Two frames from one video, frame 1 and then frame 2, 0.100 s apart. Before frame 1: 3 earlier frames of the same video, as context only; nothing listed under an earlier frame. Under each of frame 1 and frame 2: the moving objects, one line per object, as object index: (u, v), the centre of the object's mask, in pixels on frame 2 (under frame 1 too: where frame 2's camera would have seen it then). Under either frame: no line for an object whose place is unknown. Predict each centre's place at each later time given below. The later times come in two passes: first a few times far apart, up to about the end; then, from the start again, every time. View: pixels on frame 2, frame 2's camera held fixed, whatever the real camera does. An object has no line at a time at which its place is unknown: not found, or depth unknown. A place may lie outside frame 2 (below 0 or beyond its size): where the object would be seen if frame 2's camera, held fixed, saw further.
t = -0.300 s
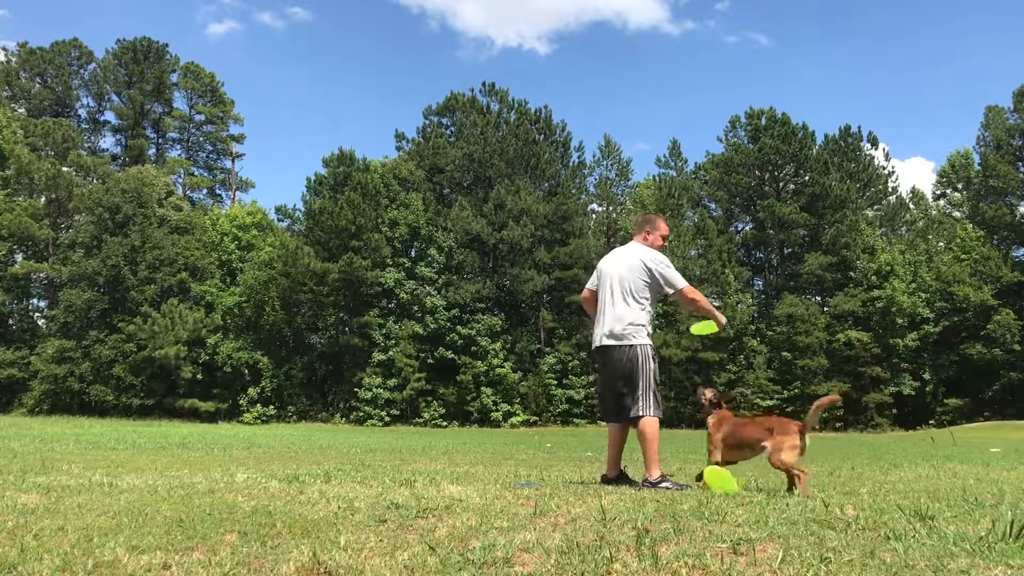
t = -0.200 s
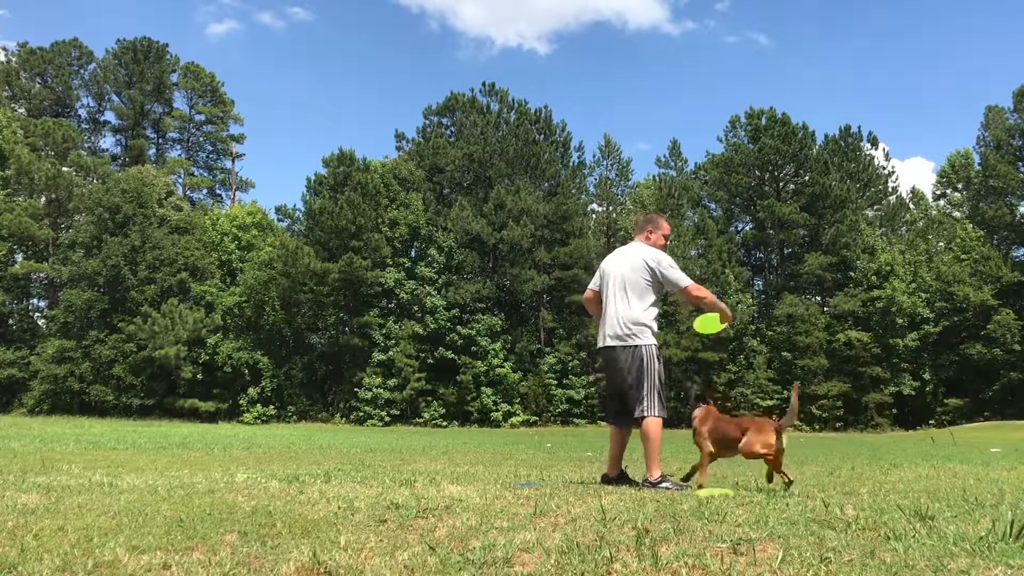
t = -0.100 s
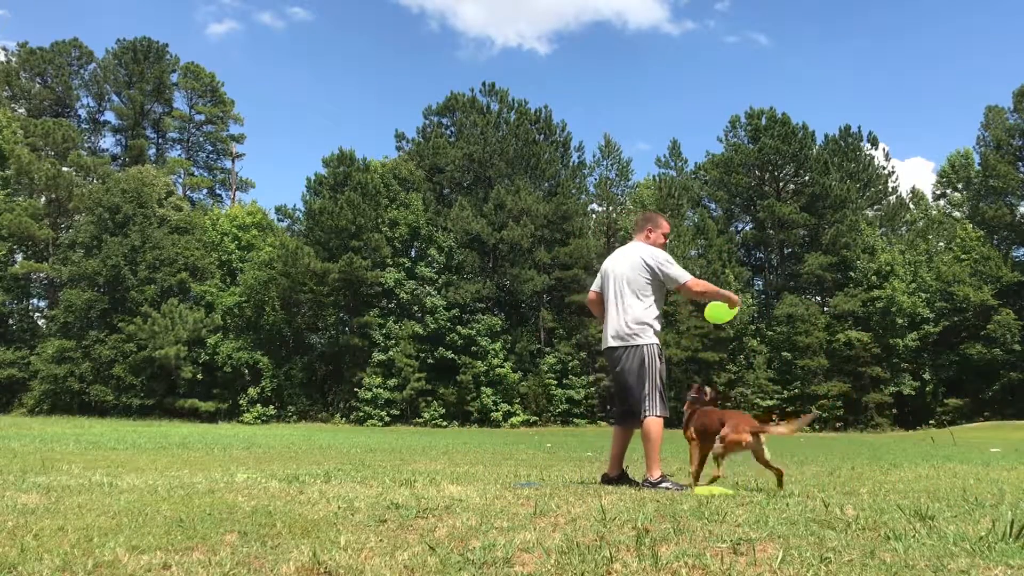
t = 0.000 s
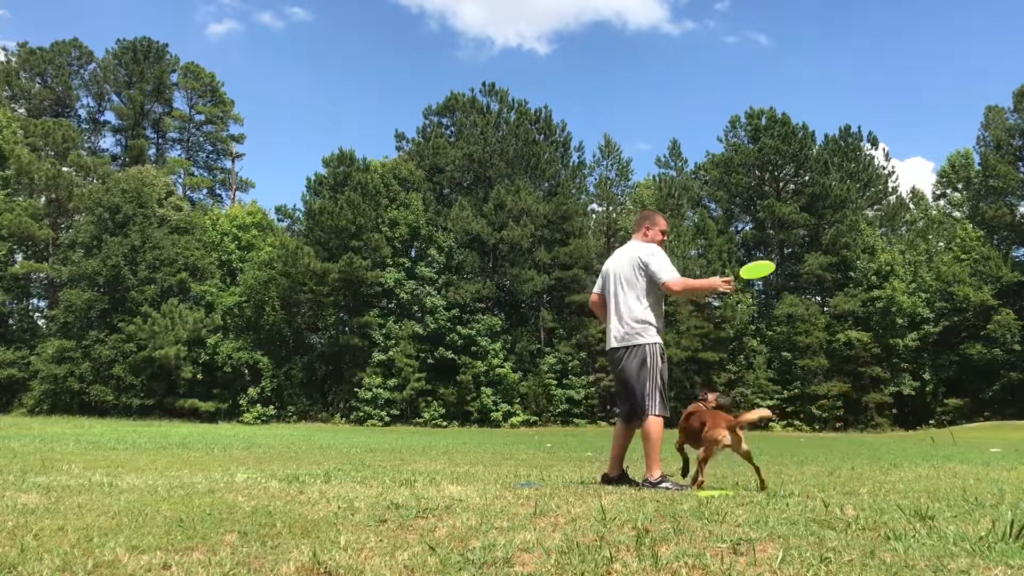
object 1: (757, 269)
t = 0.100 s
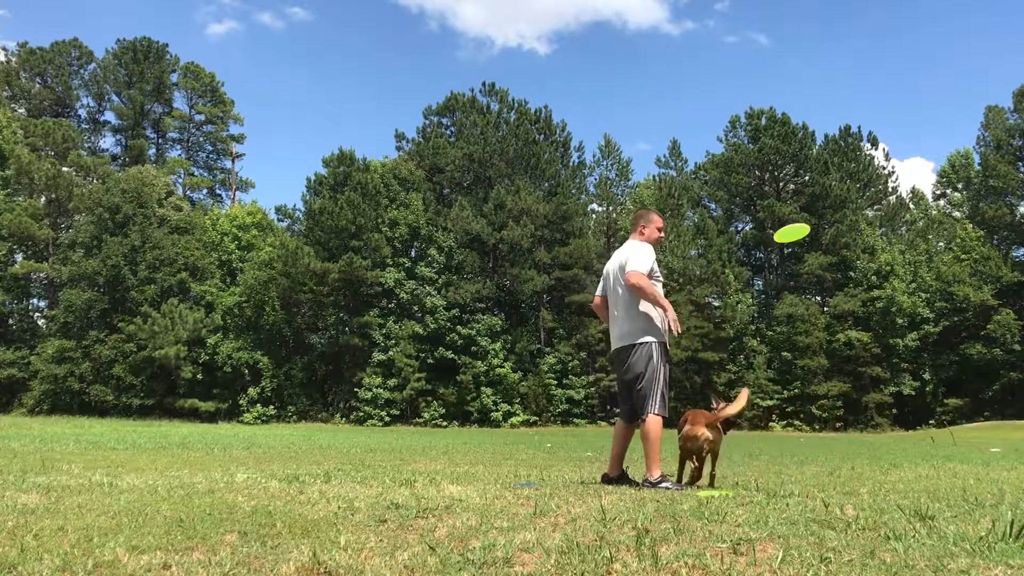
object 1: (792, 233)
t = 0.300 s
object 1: (866, 202)
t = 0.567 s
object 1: (976, 240)
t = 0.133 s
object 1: (803, 224)
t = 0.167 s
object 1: (816, 216)
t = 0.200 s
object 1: (828, 211)
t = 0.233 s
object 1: (840, 206)
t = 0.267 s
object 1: (853, 204)
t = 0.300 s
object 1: (866, 202)
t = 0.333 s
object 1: (879, 202)
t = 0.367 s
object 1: (892, 205)
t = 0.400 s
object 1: (906, 207)
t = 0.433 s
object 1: (919, 211)
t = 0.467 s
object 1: (933, 217)
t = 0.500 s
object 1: (948, 223)
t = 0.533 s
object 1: (962, 231)
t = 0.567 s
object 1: (976, 240)
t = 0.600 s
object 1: (992, 251)
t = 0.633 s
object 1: (1005, 263)
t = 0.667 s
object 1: (1012, 277)
